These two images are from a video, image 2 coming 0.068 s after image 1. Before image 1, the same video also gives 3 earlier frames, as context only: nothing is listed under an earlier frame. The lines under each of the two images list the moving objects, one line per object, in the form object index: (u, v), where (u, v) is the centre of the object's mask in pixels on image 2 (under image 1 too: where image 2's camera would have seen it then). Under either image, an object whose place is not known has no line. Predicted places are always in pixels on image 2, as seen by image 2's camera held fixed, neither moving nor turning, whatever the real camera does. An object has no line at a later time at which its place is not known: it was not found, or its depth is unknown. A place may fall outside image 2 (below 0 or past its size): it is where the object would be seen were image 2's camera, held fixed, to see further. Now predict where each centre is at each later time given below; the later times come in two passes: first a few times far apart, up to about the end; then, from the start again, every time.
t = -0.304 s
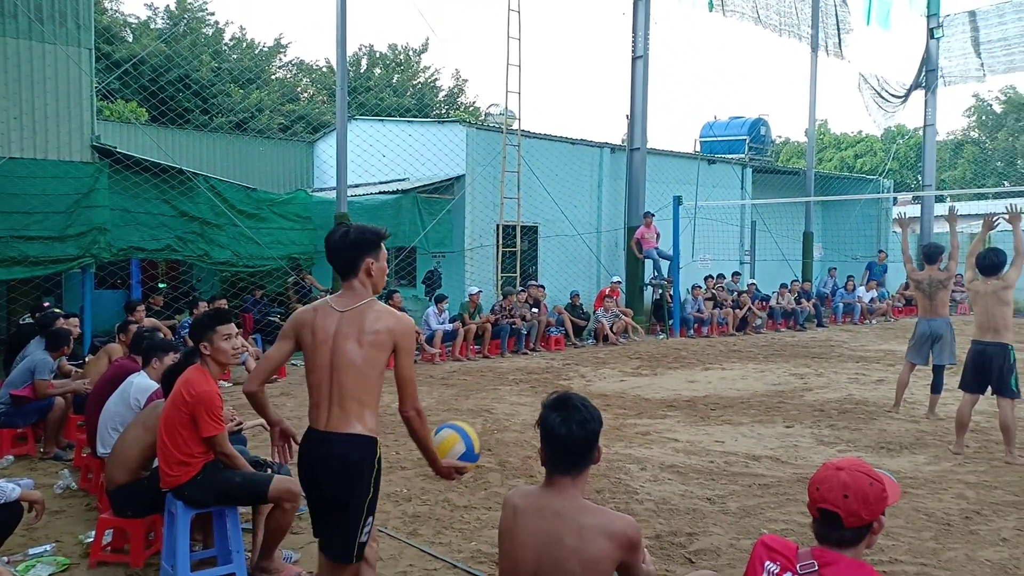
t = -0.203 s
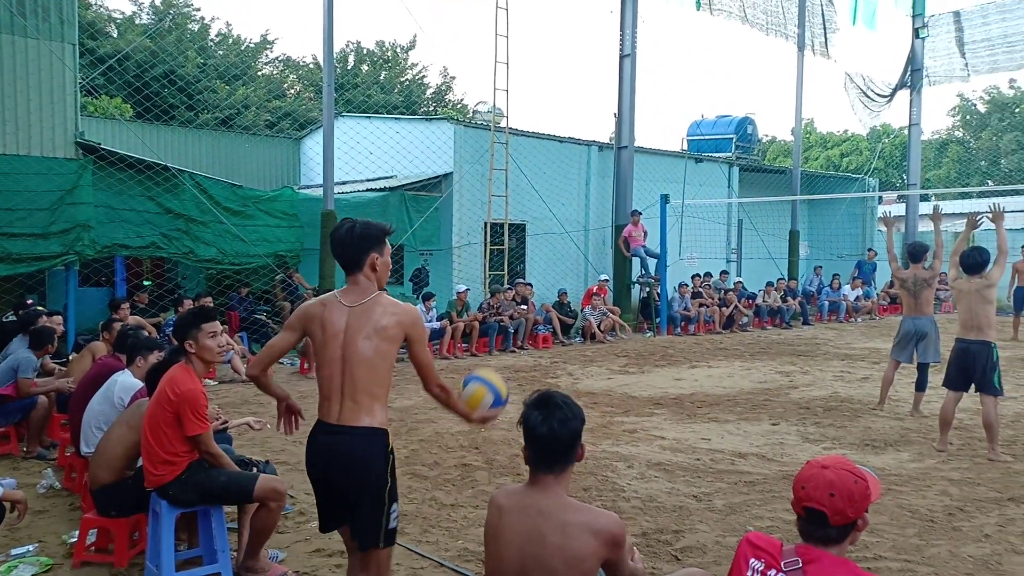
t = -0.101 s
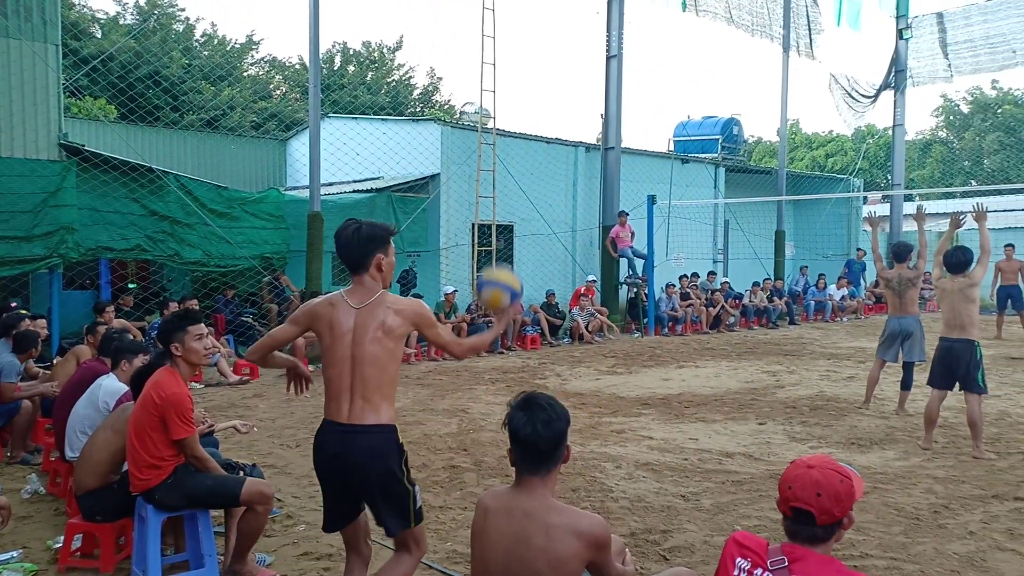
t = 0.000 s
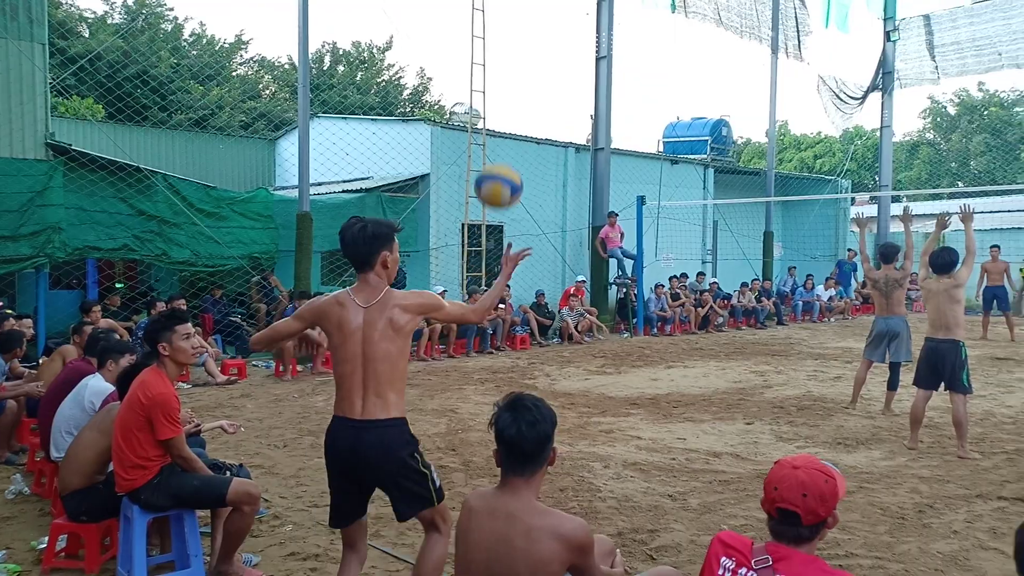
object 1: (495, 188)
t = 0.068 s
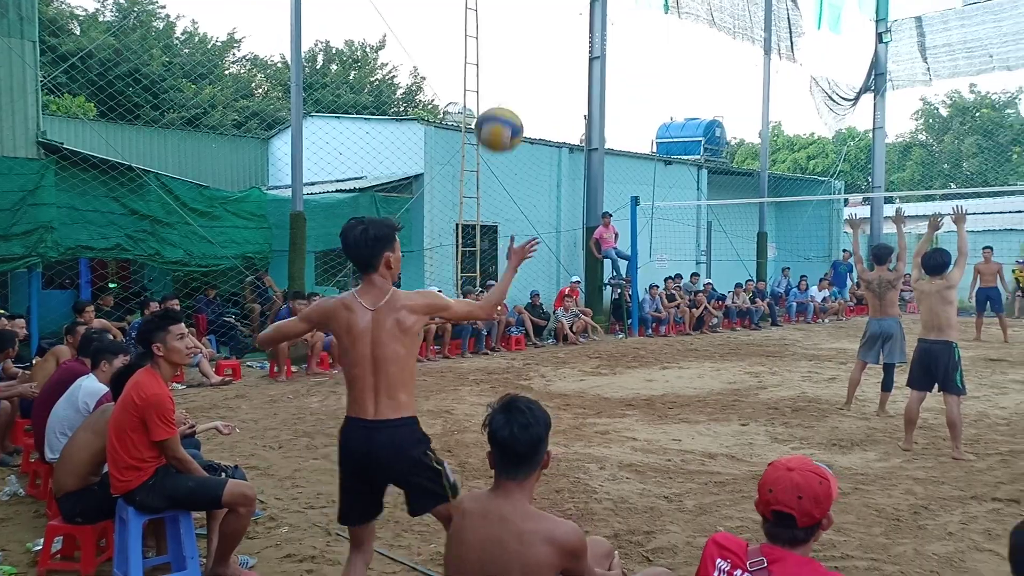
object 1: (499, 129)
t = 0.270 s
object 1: (521, 15)
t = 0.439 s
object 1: (539, -2)
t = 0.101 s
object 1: (502, 103)
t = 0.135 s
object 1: (506, 80)
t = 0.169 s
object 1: (510, 61)
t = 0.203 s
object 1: (513, 43)
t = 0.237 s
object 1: (517, 28)
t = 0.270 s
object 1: (521, 15)
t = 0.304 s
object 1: (524, 8)
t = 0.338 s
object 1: (528, 3)
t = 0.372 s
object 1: (532, 0)
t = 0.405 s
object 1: (536, -3)
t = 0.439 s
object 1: (539, -2)
